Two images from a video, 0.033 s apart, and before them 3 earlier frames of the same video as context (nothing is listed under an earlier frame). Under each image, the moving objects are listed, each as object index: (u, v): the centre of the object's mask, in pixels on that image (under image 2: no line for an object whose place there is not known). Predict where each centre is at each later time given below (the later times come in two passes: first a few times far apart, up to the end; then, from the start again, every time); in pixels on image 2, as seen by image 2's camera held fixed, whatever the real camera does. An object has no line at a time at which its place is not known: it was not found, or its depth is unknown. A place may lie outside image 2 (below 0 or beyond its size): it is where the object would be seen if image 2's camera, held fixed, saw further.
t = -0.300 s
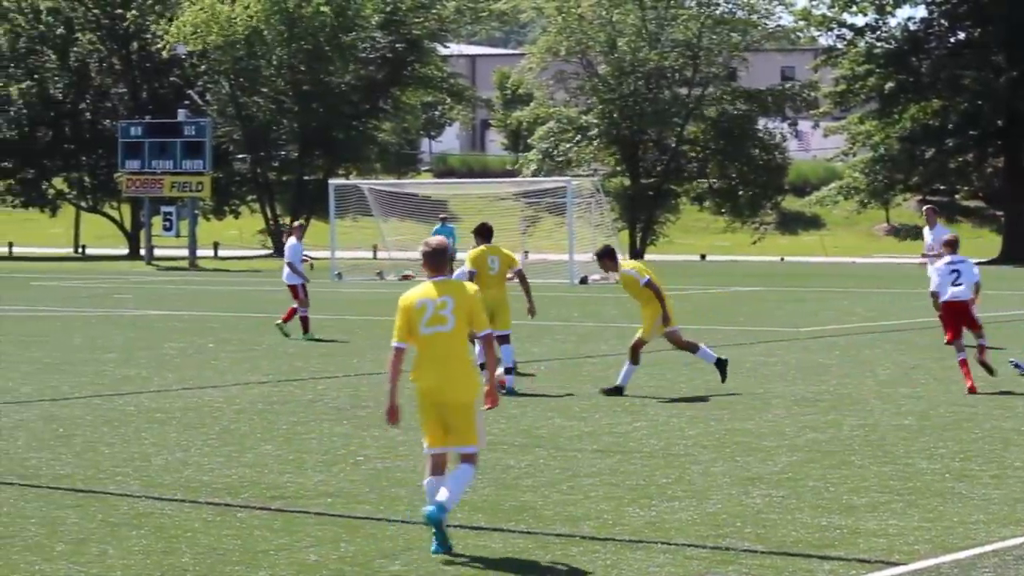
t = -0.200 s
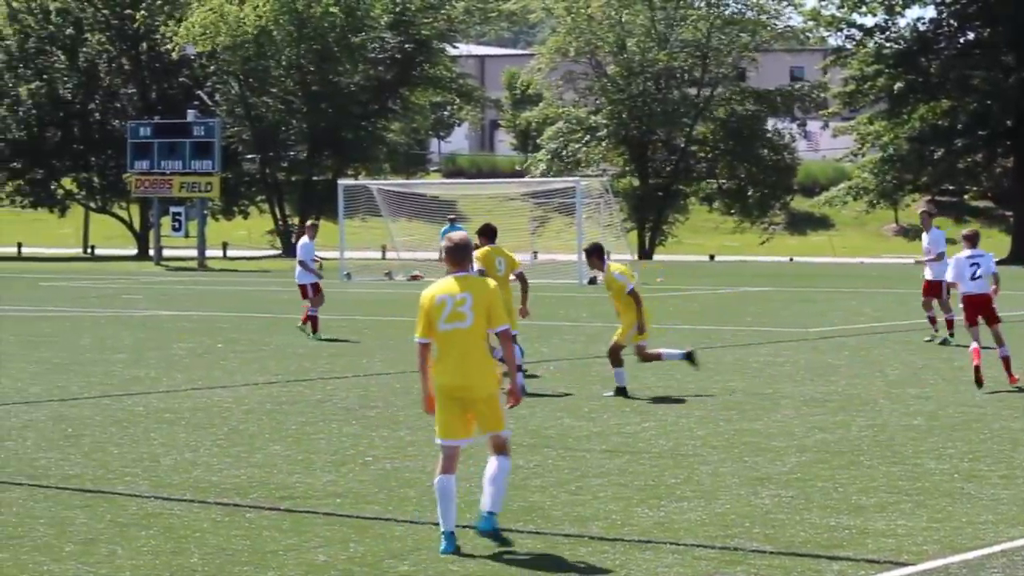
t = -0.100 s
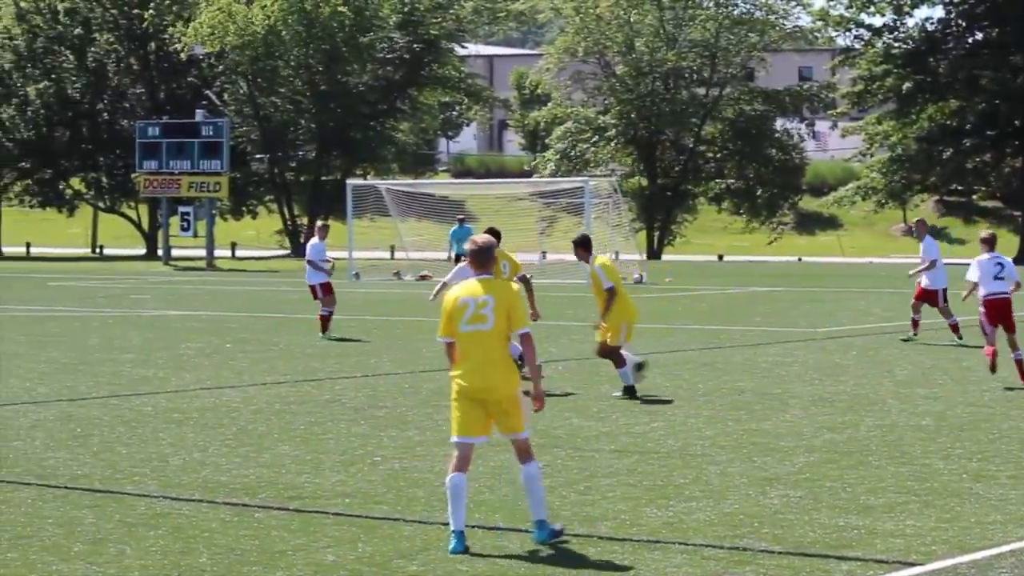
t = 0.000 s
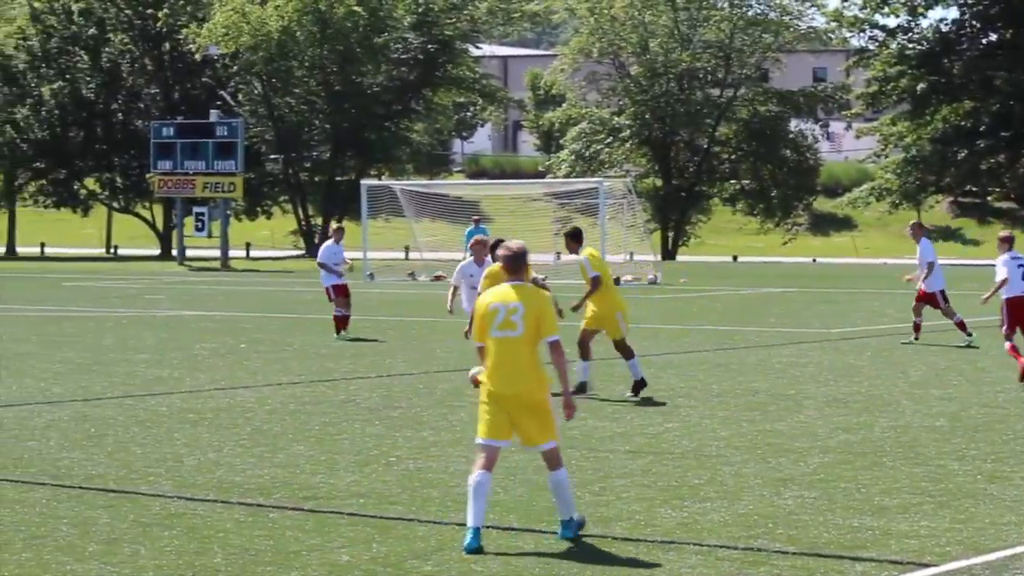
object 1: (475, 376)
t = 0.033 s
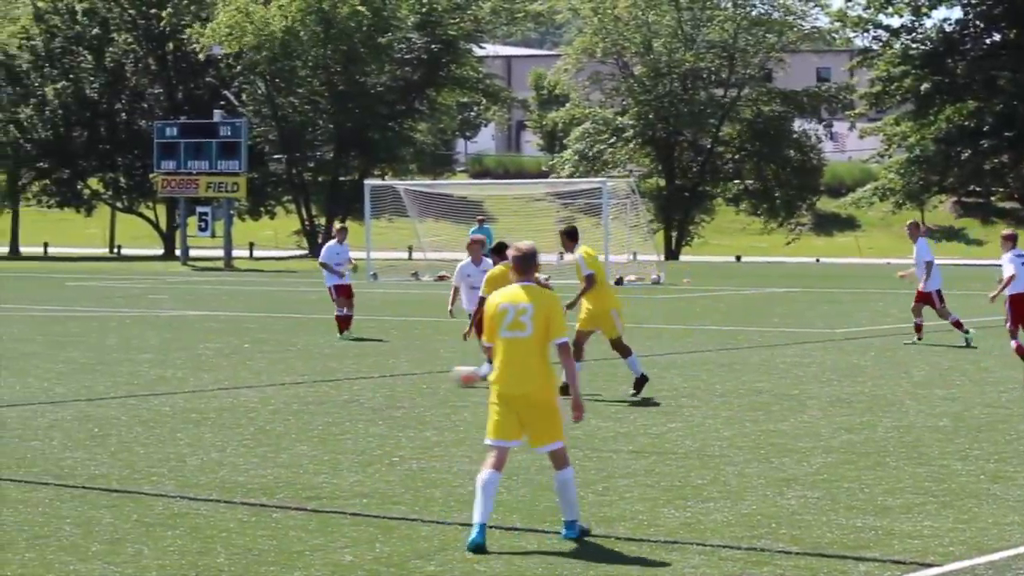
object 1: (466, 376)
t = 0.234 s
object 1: (283, 375)
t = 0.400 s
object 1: (155, 375)
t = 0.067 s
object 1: (433, 376)
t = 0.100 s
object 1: (400, 376)
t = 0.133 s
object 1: (371, 376)
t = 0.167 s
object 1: (341, 375)
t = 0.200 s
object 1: (312, 375)
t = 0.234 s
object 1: (283, 375)
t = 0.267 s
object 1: (257, 374)
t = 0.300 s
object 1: (230, 374)
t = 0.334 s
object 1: (204, 375)
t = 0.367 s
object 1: (179, 376)
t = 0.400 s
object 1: (155, 375)
